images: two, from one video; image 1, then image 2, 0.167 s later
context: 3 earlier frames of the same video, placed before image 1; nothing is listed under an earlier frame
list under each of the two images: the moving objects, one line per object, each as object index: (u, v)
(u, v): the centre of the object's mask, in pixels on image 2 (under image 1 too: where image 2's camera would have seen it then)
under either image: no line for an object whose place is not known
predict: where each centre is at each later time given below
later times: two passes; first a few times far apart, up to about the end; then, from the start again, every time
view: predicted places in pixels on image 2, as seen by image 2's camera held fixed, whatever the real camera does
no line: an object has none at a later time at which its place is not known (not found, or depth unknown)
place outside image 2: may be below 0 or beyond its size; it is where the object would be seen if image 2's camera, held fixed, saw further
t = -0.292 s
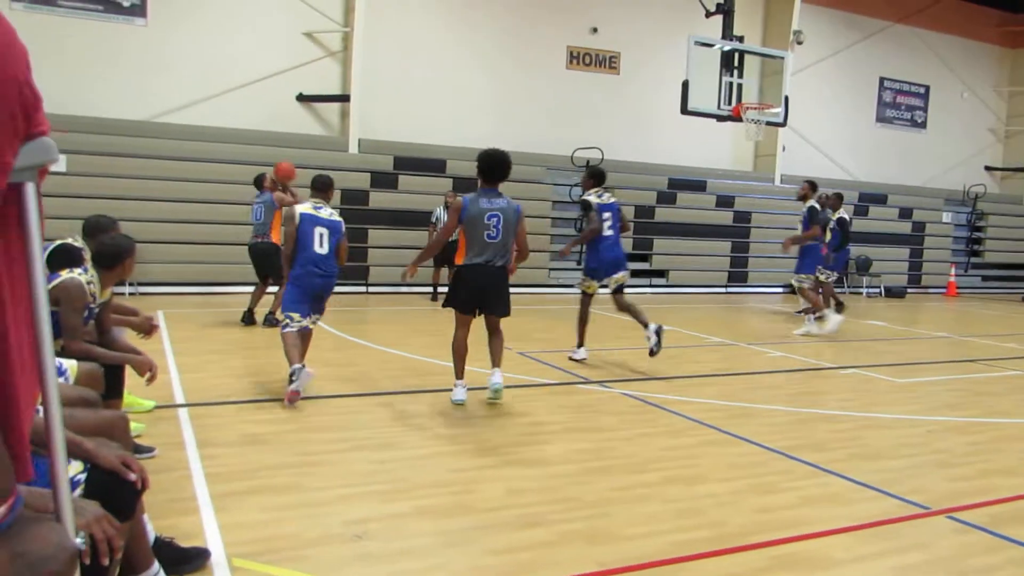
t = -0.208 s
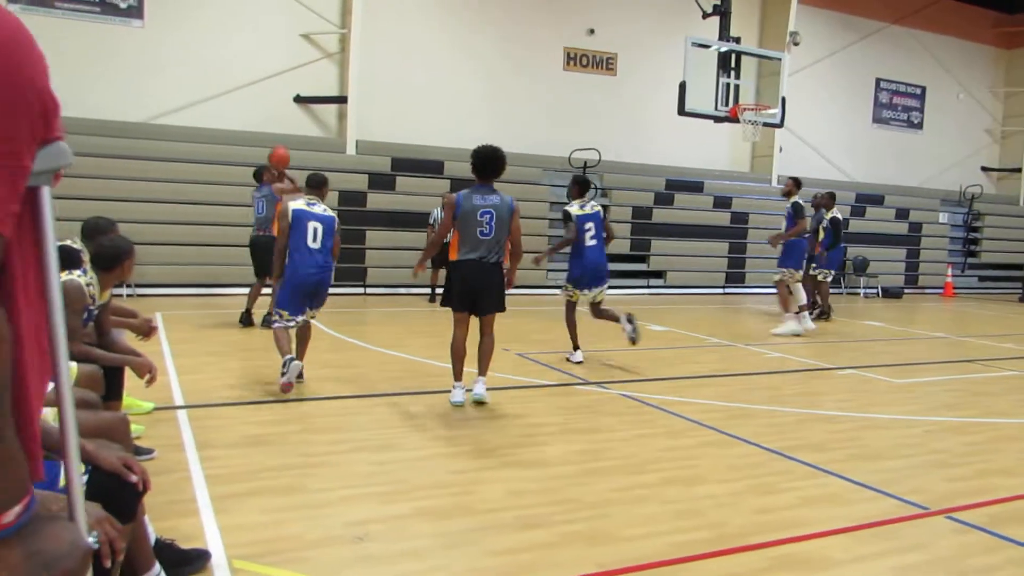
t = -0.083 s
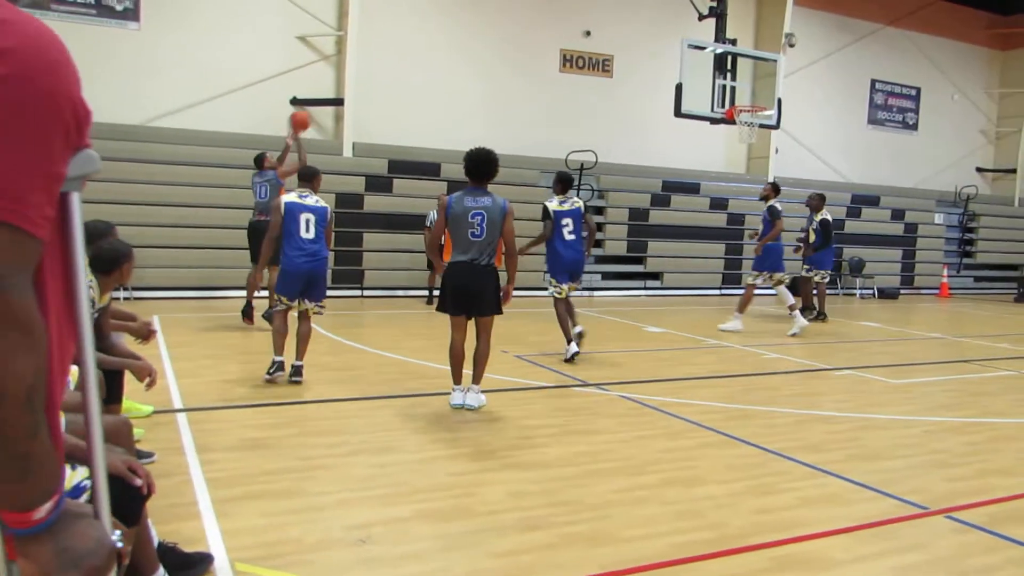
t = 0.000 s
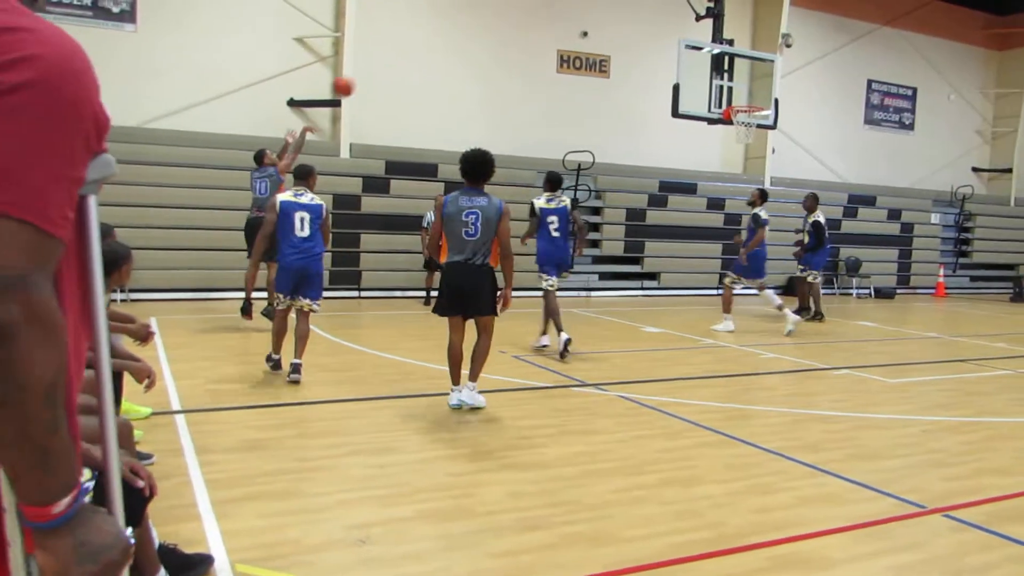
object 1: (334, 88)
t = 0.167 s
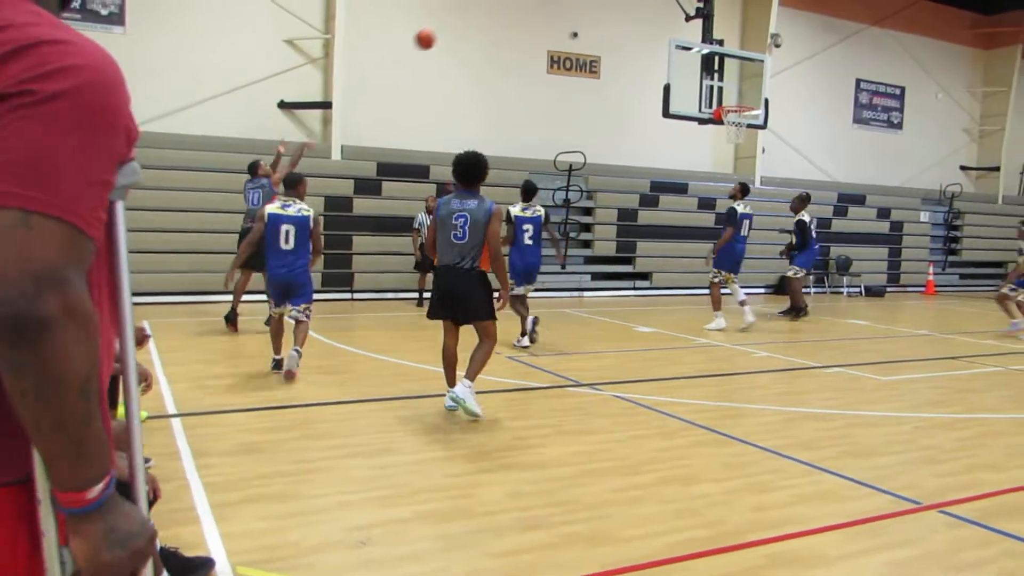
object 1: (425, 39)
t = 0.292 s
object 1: (488, 19)
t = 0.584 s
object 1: (617, 24)
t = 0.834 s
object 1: (709, 73)
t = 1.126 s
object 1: (747, 95)
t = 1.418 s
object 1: (774, 101)
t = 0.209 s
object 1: (446, 31)
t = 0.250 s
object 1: (467, 24)
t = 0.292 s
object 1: (488, 19)
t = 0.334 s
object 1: (508, 16)
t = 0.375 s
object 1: (527, 14)
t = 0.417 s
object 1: (546, 13)
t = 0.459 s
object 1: (564, 14)
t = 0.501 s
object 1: (582, 16)
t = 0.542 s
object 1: (600, 19)
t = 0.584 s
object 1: (617, 24)
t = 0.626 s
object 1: (633, 30)
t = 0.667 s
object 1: (649, 36)
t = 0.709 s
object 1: (665, 44)
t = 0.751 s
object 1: (680, 53)
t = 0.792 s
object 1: (695, 63)
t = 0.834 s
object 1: (709, 73)
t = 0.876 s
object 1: (723, 86)
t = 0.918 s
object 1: (737, 99)
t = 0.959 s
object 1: (745, 102)
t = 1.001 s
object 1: (747, 101)
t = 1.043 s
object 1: (746, 99)
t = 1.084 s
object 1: (747, 97)
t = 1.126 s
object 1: (747, 95)
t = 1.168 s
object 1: (748, 94)
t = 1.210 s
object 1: (753, 93)
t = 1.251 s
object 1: (757, 92)
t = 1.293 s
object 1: (761, 93)
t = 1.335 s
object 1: (766, 95)
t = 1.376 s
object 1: (770, 97)
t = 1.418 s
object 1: (774, 101)
